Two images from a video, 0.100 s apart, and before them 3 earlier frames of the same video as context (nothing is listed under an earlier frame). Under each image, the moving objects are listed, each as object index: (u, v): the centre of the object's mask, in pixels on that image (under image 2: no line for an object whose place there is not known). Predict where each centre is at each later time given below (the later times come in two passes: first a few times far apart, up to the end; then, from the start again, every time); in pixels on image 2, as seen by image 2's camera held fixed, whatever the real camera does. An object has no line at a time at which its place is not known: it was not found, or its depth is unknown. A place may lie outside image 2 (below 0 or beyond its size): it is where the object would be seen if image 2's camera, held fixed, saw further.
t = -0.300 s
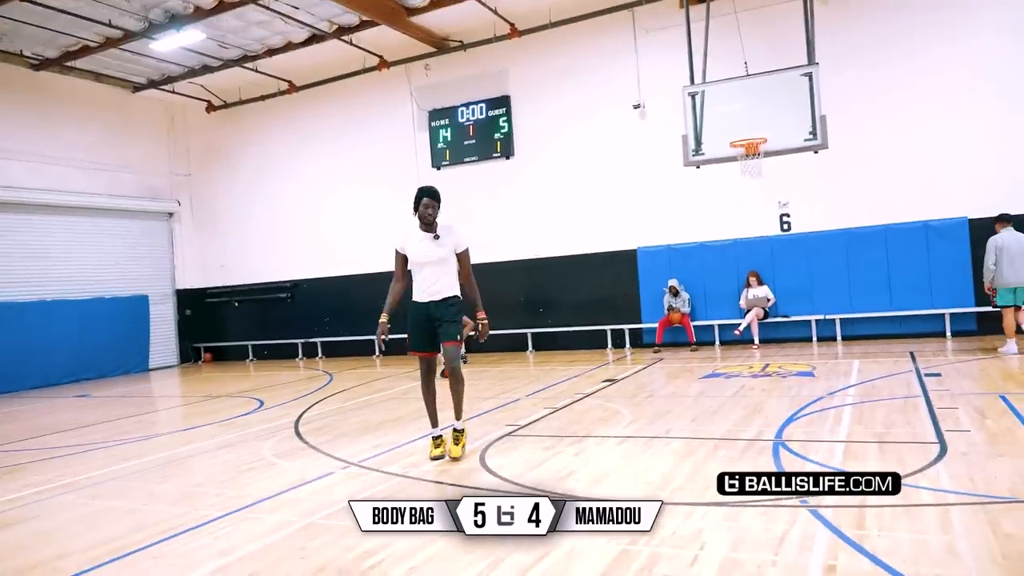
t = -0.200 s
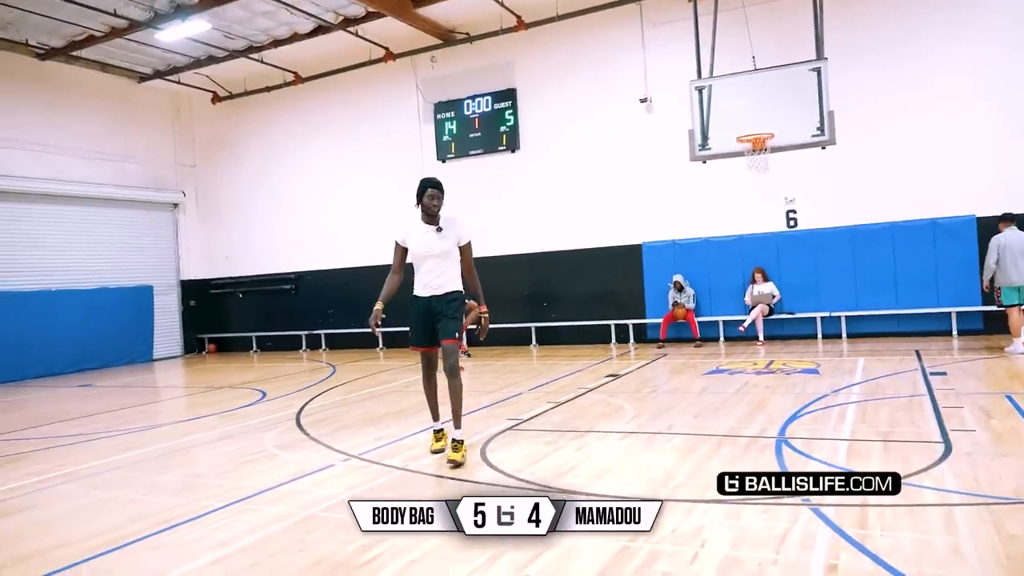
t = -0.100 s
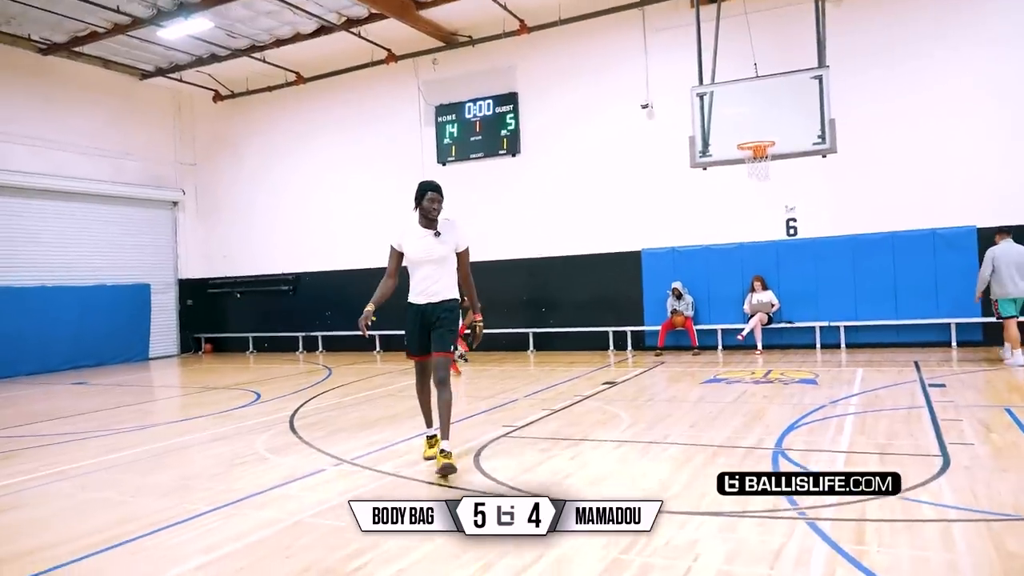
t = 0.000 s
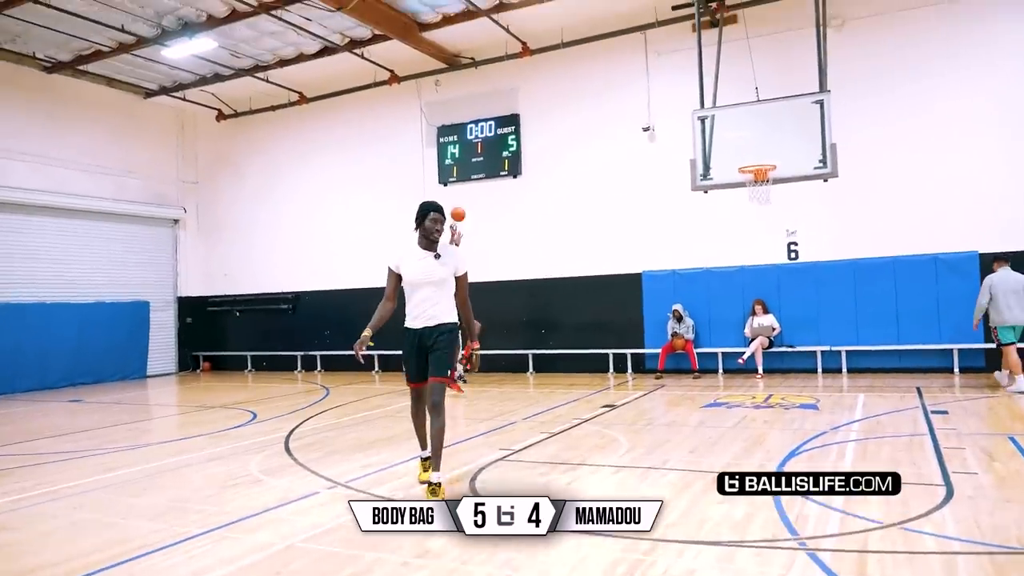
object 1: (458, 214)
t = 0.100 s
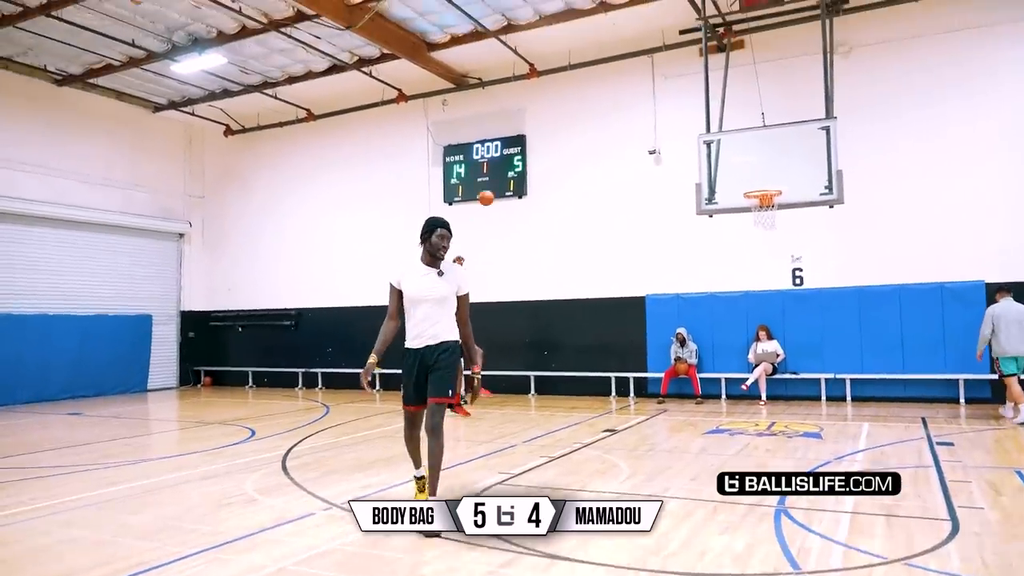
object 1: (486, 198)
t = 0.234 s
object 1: (519, 159)
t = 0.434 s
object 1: (570, 121)
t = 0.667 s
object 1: (634, 109)
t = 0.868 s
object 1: (693, 128)
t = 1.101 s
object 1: (769, 185)
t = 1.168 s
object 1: (756, 208)
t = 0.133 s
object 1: (494, 187)
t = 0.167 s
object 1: (502, 177)
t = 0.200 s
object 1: (511, 168)
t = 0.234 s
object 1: (519, 159)
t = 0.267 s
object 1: (528, 151)
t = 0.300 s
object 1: (536, 144)
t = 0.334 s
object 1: (545, 137)
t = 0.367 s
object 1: (553, 131)
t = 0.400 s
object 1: (562, 126)
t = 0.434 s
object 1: (570, 121)
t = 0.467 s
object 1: (579, 118)
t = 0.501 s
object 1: (588, 115)
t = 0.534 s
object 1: (597, 112)
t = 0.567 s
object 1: (606, 110)
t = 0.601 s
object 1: (615, 109)
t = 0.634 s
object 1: (625, 109)
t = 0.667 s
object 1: (634, 109)
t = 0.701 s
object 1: (643, 110)
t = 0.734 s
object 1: (653, 113)
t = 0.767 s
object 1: (663, 115)
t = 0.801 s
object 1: (673, 119)
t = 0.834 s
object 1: (684, 123)
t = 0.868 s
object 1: (693, 128)
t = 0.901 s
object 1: (706, 135)
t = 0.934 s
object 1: (716, 141)
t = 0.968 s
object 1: (725, 149)
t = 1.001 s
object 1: (736, 157)
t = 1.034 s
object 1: (747, 167)
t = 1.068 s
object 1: (757, 177)
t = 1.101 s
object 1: (769, 185)
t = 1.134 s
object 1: (765, 198)
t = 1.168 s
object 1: (756, 208)
